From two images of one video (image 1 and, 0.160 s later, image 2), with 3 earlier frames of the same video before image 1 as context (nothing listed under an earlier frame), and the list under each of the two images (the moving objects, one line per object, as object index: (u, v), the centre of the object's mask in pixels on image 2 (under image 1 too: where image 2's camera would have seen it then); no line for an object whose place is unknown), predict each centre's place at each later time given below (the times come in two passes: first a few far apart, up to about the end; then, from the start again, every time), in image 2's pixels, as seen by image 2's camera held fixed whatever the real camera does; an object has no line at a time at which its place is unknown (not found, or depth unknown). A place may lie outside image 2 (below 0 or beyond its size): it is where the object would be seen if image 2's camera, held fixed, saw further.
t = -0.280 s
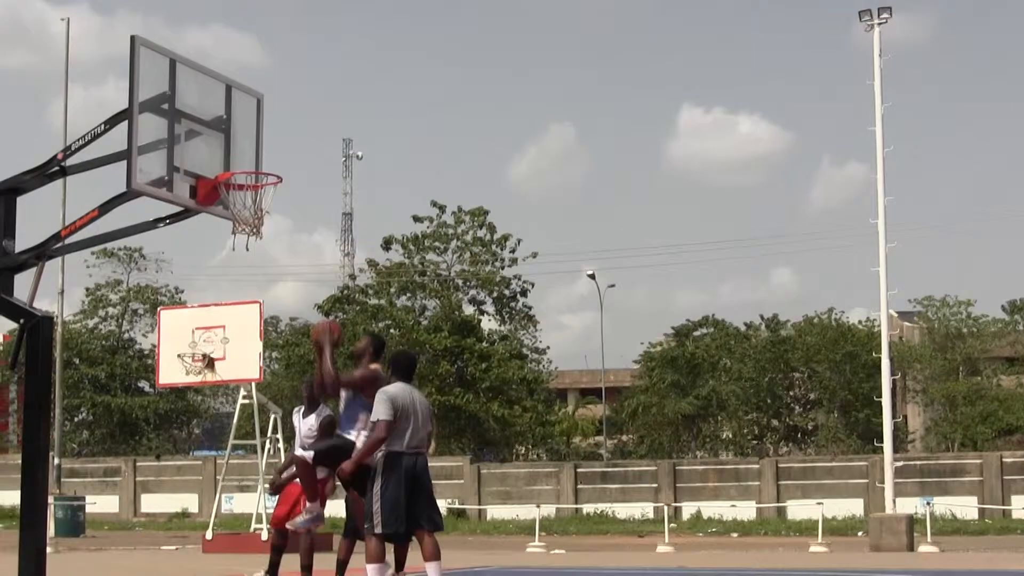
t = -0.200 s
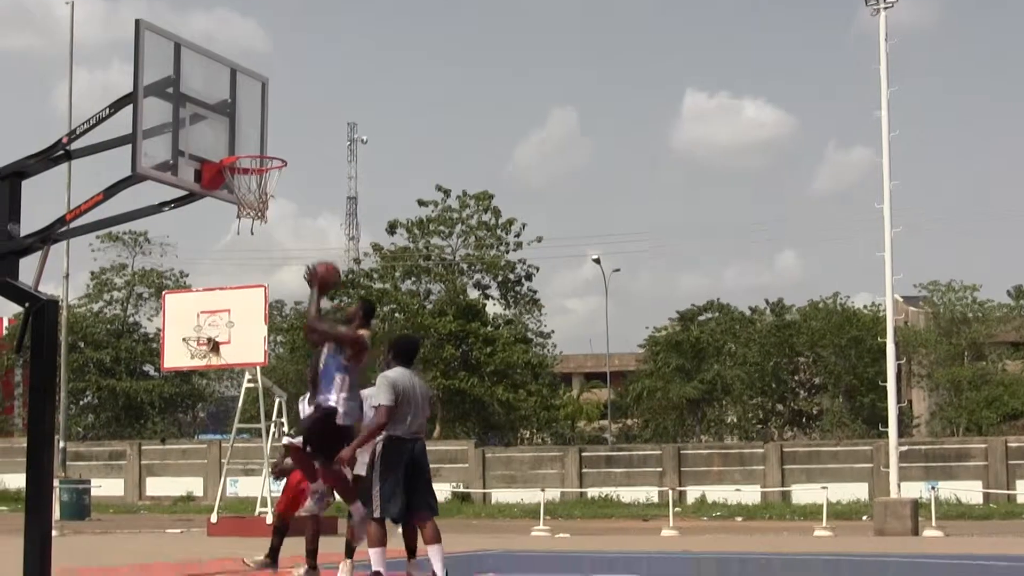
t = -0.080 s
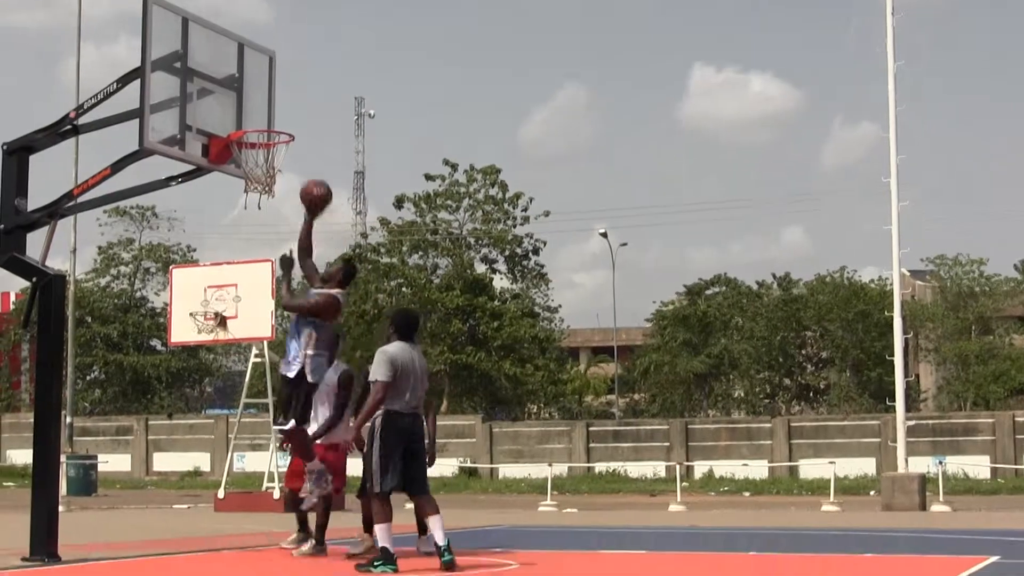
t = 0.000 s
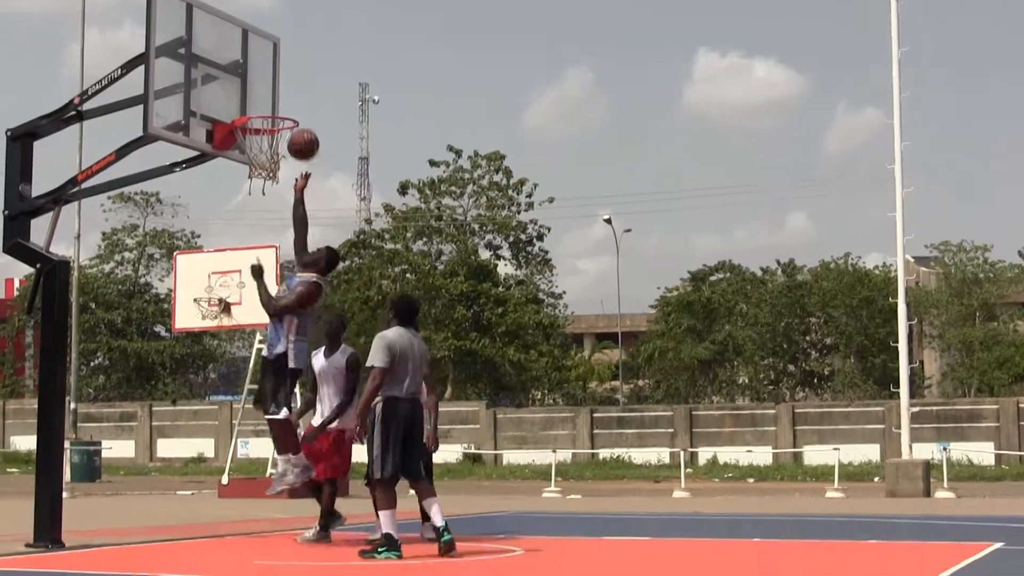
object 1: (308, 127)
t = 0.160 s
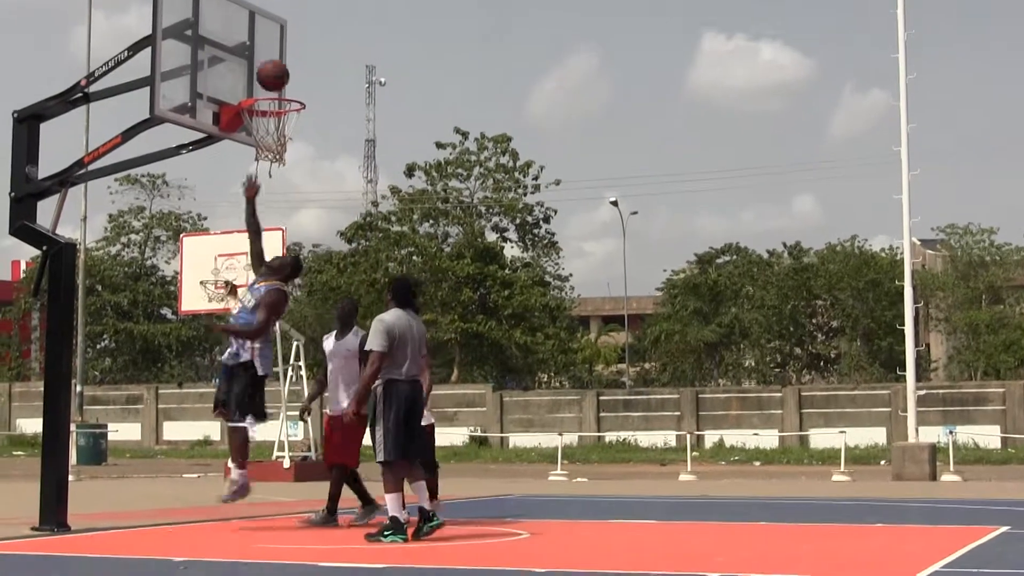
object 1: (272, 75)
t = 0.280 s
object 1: (262, 61)
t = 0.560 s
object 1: (288, 102)
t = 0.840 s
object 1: (249, 133)
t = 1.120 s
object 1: (273, 175)
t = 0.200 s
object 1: (264, 67)
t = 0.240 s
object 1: (257, 62)
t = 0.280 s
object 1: (262, 61)
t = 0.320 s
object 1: (265, 60)
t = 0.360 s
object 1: (269, 62)
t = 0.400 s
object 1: (274, 66)
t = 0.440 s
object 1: (278, 73)
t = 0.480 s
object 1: (283, 81)
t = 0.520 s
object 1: (287, 90)
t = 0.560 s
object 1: (288, 102)
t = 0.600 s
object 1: (280, 108)
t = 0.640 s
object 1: (272, 115)
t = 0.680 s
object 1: (266, 123)
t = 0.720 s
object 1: (260, 126)
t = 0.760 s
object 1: (252, 133)
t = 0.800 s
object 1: (251, 134)
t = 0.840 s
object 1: (249, 133)
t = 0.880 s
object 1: (251, 136)
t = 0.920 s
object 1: (252, 138)
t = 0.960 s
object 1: (256, 144)
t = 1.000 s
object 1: (259, 150)
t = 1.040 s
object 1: (264, 156)
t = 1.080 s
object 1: (268, 166)
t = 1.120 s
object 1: (273, 175)
